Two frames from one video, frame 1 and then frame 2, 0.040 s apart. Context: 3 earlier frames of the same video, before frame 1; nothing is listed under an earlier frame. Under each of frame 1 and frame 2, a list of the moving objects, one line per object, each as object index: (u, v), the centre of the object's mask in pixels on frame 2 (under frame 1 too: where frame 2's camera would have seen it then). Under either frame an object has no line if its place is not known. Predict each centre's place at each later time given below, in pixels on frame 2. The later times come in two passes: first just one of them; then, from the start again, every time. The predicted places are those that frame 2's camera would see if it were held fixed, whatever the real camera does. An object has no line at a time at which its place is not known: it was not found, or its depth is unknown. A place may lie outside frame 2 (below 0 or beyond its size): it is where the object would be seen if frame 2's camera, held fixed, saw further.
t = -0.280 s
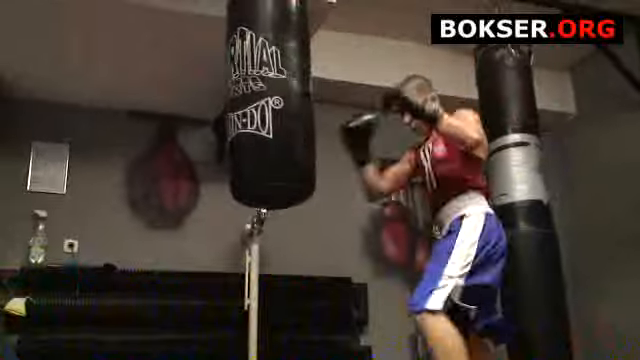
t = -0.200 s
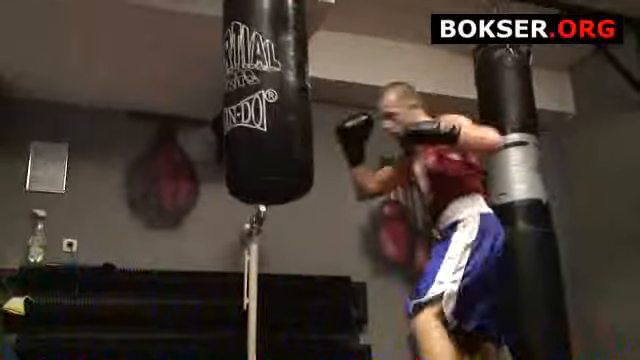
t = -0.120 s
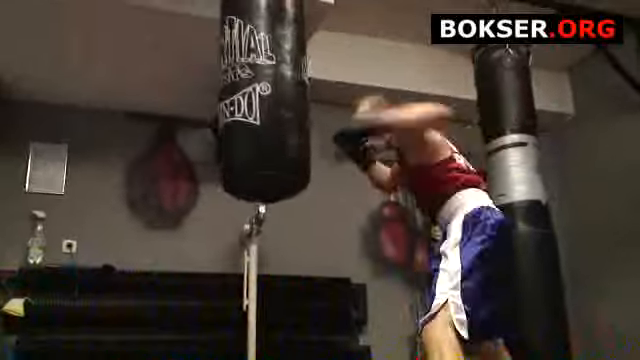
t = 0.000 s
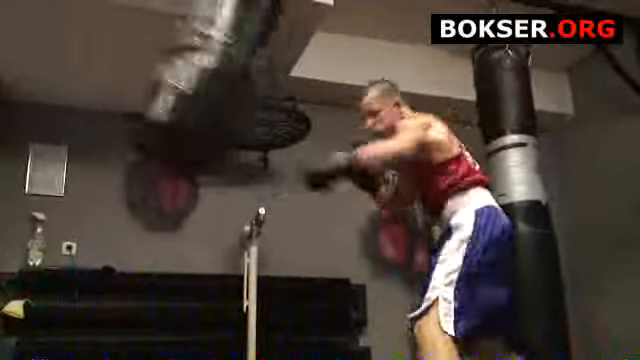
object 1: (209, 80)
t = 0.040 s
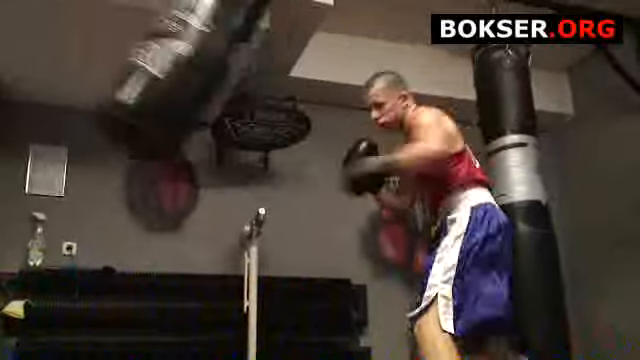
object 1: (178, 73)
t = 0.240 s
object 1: (67, 49)
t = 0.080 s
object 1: (150, 65)
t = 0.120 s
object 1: (125, 59)
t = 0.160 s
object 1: (100, 57)
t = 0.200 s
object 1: (80, 54)
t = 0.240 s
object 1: (67, 49)
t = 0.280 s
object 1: (55, 45)
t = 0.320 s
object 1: (48, 38)
